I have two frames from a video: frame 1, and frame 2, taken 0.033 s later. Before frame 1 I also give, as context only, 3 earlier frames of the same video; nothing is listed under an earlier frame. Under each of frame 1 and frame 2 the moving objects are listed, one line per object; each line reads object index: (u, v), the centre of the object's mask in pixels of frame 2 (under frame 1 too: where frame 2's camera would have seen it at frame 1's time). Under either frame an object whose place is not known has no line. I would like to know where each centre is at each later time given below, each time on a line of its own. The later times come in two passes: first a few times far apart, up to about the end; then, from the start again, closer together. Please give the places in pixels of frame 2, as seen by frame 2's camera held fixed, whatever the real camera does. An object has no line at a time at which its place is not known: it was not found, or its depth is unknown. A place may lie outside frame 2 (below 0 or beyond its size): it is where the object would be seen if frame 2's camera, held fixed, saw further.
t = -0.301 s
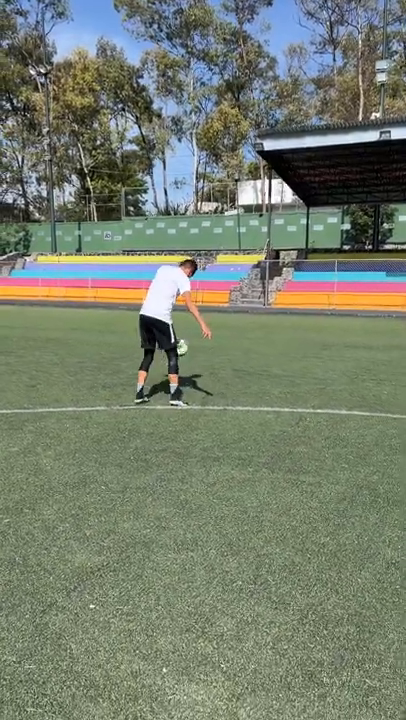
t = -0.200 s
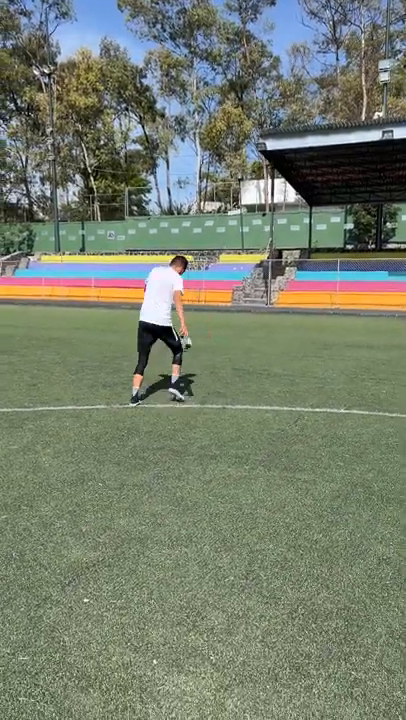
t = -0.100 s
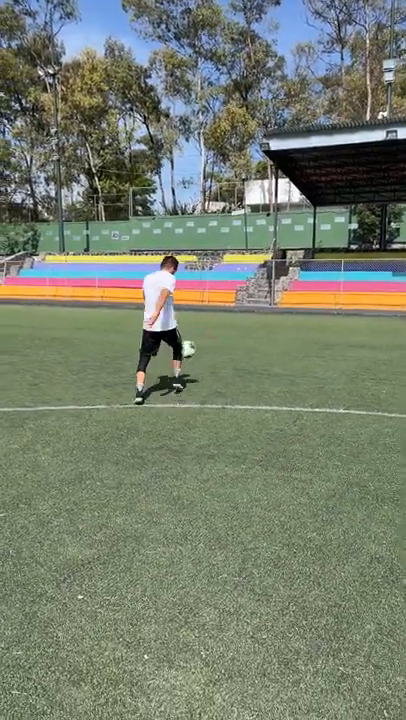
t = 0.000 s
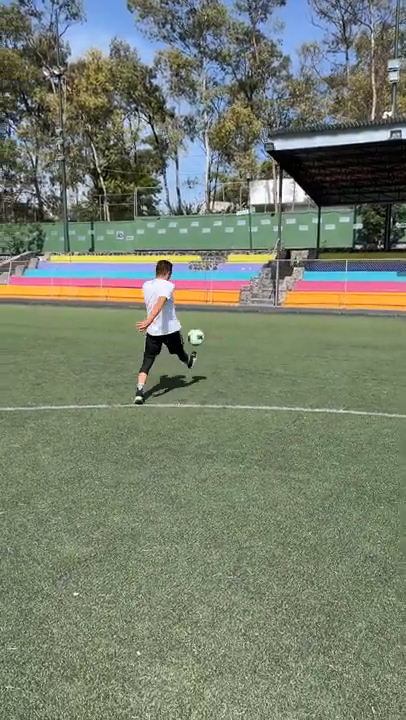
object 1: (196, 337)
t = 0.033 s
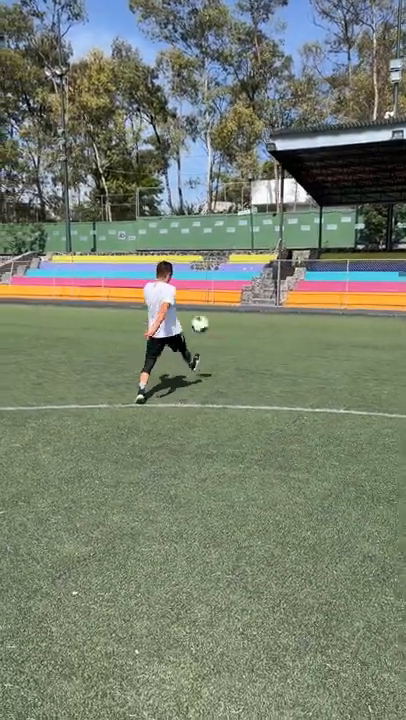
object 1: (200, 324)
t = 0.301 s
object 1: (223, 252)
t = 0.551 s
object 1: (241, 235)
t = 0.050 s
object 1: (201, 318)
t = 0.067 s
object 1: (203, 312)
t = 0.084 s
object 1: (205, 306)
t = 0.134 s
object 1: (209, 291)
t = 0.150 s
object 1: (211, 286)
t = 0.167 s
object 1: (212, 281)
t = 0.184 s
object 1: (214, 277)
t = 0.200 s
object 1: (215, 273)
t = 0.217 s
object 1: (216, 269)
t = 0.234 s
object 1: (218, 265)
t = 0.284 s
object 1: (222, 255)
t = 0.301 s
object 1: (223, 252)
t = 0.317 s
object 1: (225, 249)
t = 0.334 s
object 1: (226, 247)
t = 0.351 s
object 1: (226, 245)
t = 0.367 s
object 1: (228, 243)
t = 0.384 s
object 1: (230, 240)
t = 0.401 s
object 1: (231, 240)
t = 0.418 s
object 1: (232, 239)
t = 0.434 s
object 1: (234, 237)
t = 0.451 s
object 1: (234, 236)
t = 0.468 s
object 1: (235, 235)
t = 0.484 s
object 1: (236, 235)
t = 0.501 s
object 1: (237, 235)
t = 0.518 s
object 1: (239, 235)
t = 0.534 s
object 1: (240, 235)
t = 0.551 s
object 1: (241, 235)
